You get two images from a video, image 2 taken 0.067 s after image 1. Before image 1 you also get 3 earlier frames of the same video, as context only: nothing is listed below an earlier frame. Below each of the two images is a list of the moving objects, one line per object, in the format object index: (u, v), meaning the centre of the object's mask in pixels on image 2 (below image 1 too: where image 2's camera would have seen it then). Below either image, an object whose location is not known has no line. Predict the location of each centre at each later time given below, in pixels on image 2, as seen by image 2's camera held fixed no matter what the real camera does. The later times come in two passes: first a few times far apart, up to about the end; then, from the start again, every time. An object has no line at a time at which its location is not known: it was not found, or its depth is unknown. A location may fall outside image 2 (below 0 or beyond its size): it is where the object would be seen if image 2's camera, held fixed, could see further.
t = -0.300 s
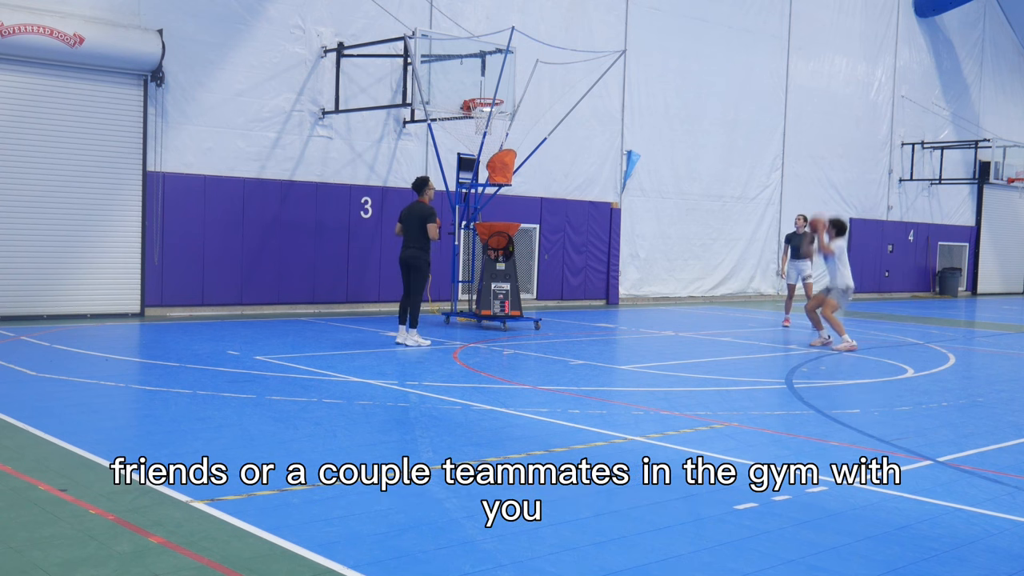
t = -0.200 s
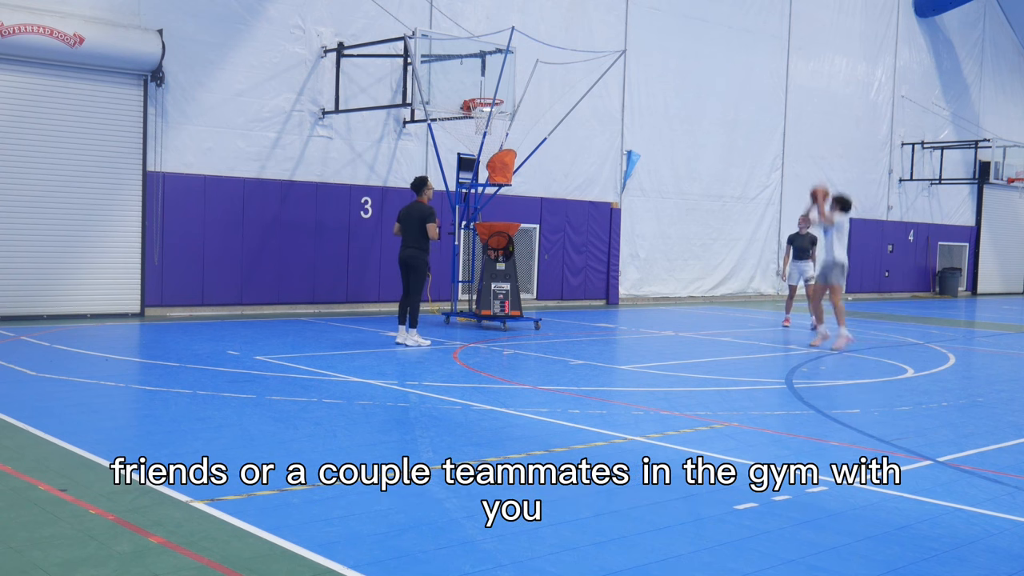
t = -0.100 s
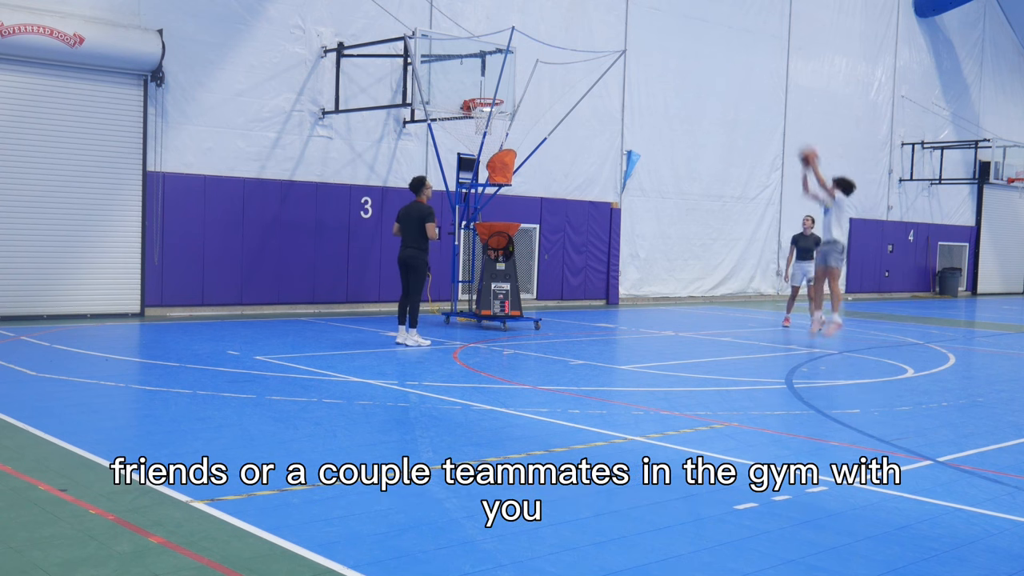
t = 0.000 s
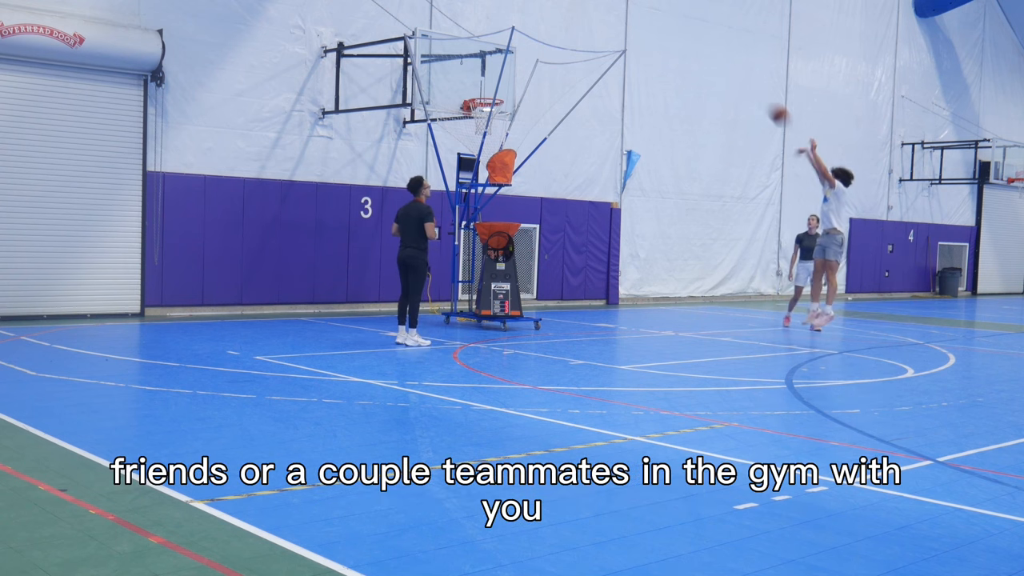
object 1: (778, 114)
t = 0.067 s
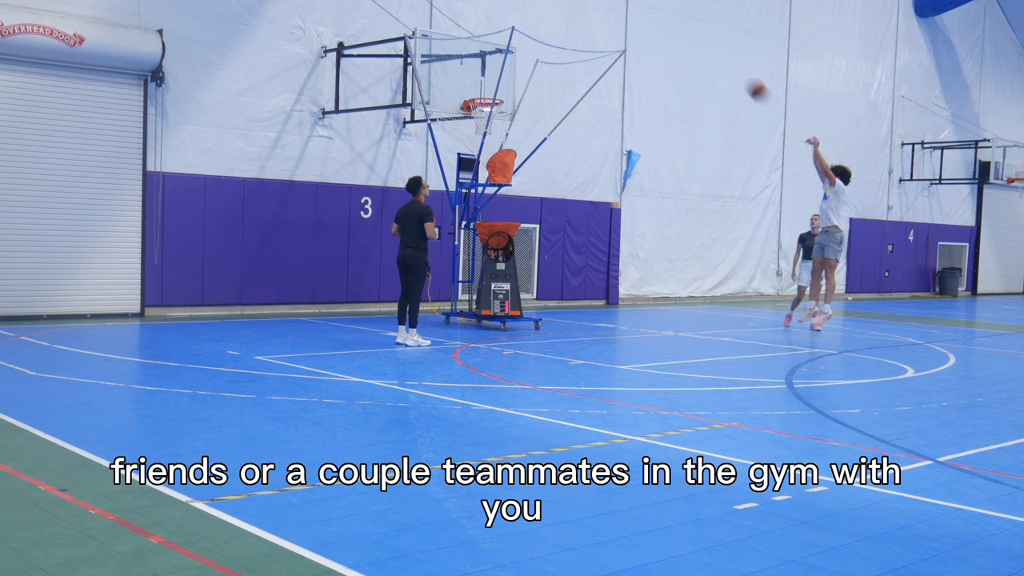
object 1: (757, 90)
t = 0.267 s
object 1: (694, 39)
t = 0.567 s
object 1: (604, 21)
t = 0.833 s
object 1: (525, 61)
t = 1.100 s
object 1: (477, 119)
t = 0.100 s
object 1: (746, 79)
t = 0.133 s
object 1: (736, 69)
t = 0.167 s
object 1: (726, 61)
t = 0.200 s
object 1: (715, 53)
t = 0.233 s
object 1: (705, 46)
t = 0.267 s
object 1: (694, 39)
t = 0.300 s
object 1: (684, 34)
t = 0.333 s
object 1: (674, 29)
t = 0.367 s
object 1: (664, 25)
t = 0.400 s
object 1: (653, 22)
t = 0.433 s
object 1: (643, 20)
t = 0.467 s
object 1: (634, 19)
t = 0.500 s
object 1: (623, 19)
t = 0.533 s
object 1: (613, 20)
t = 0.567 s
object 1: (604, 21)
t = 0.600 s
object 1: (593, 23)
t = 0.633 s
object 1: (583, 26)
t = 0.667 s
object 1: (574, 30)
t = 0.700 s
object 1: (564, 35)
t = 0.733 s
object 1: (554, 40)
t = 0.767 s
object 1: (545, 46)
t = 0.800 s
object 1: (535, 53)
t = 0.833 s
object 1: (525, 61)
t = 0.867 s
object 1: (516, 69)
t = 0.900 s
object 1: (508, 78)
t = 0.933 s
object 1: (495, 88)
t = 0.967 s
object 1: (487, 98)
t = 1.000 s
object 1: (481, 107)
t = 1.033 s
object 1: (476, 111)
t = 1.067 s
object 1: (476, 118)
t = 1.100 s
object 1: (477, 119)
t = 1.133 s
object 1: (478, 121)
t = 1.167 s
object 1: (478, 124)
